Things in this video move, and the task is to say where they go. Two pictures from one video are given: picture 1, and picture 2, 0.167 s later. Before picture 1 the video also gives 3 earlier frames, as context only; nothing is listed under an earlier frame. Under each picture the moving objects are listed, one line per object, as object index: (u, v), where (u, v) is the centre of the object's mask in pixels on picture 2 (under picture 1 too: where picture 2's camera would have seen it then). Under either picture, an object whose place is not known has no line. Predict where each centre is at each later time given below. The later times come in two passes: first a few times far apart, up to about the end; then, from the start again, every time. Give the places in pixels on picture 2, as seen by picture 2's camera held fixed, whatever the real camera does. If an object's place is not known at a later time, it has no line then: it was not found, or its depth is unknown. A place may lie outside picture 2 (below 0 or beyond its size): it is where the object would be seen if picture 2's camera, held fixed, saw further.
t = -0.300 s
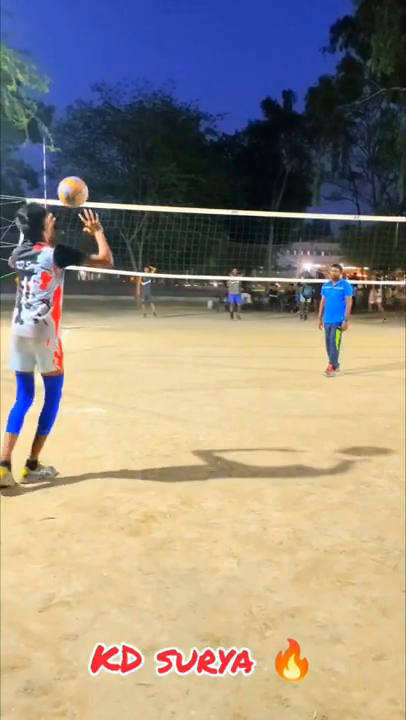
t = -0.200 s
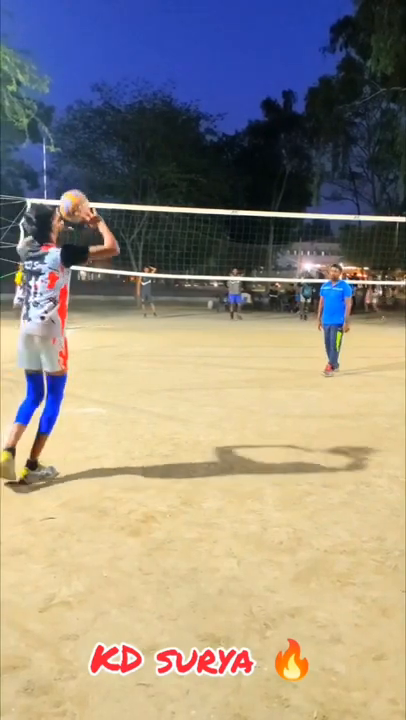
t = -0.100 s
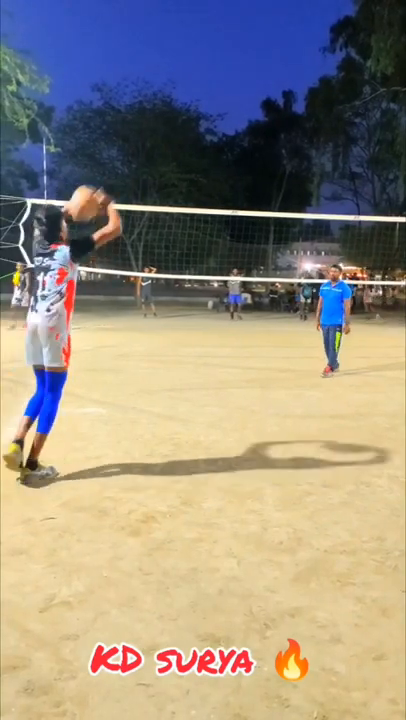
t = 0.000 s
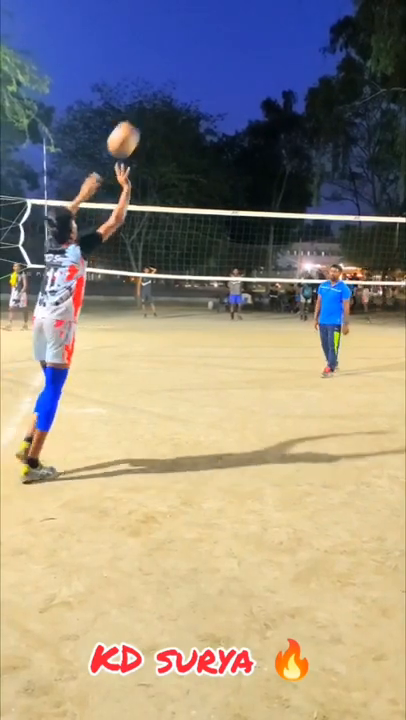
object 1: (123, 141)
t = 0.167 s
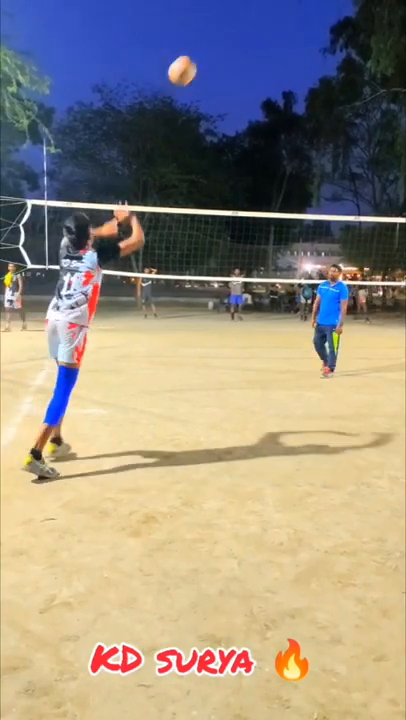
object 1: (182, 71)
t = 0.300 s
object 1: (218, 48)
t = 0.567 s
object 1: (271, 61)
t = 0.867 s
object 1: (310, 136)
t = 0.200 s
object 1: (192, 63)
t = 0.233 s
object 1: (201, 57)
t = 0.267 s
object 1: (210, 52)
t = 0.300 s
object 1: (218, 48)
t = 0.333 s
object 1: (226, 46)
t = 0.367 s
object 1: (233, 45)
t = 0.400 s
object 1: (241, 45)
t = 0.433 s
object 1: (248, 46)
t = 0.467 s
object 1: (254, 49)
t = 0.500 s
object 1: (260, 52)
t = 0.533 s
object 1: (266, 56)
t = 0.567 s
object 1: (271, 61)
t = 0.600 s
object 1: (277, 67)
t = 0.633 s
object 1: (282, 74)
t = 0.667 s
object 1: (286, 80)
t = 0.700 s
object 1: (291, 89)
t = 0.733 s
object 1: (295, 97)
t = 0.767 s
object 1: (299, 106)
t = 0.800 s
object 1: (303, 116)
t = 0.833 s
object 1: (307, 126)
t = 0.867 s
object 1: (310, 136)
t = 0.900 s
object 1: (314, 147)
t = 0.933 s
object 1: (317, 159)
